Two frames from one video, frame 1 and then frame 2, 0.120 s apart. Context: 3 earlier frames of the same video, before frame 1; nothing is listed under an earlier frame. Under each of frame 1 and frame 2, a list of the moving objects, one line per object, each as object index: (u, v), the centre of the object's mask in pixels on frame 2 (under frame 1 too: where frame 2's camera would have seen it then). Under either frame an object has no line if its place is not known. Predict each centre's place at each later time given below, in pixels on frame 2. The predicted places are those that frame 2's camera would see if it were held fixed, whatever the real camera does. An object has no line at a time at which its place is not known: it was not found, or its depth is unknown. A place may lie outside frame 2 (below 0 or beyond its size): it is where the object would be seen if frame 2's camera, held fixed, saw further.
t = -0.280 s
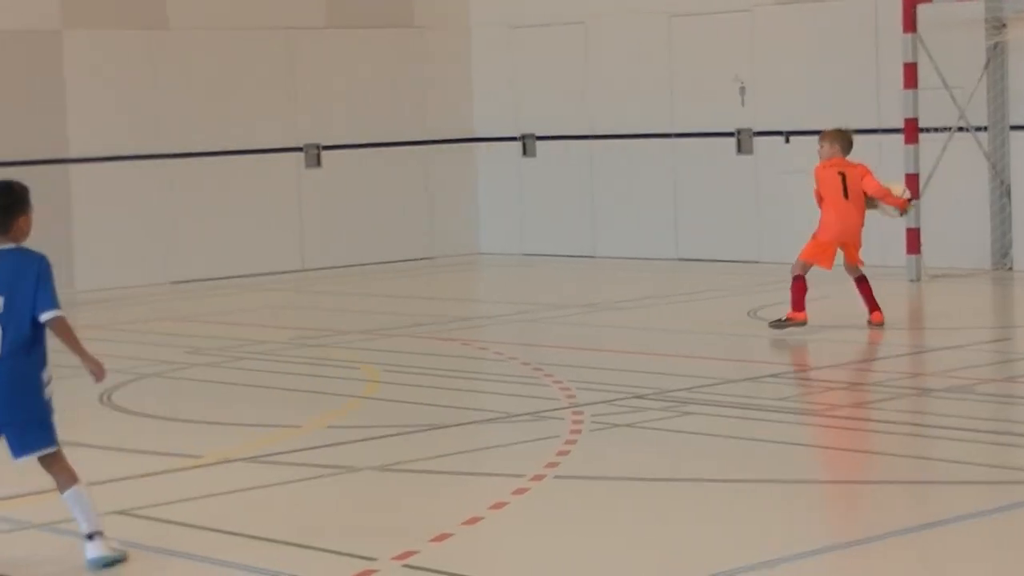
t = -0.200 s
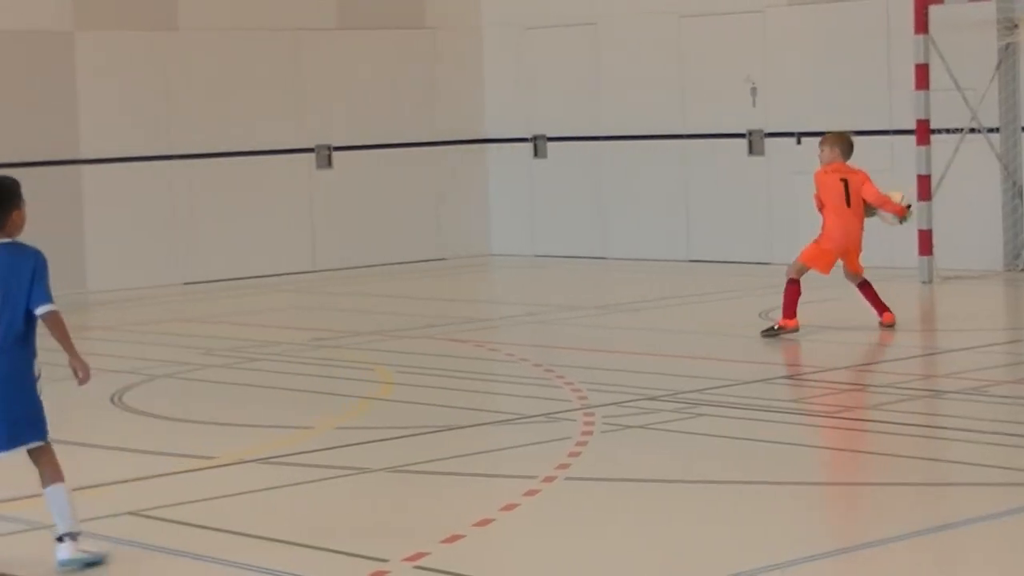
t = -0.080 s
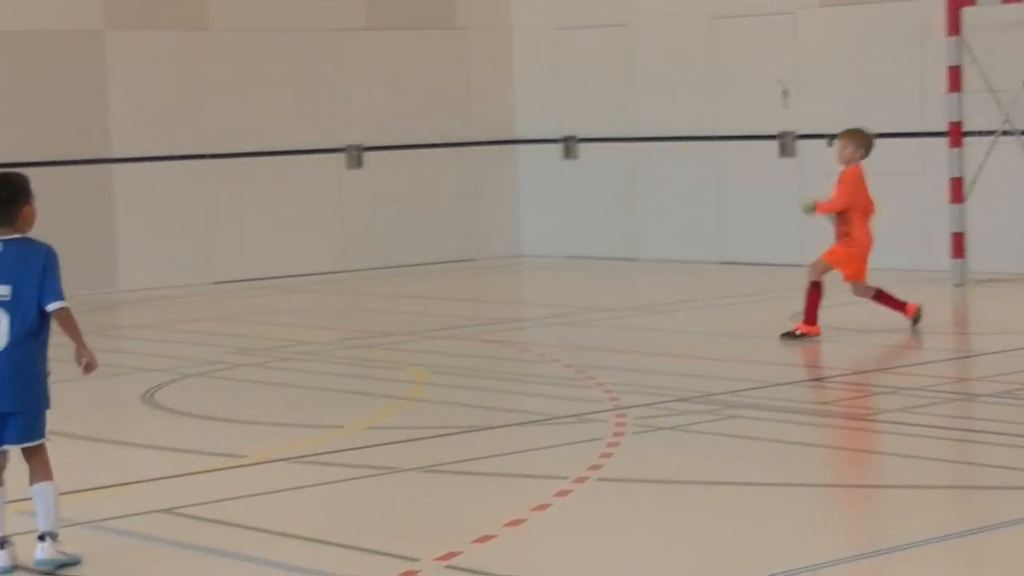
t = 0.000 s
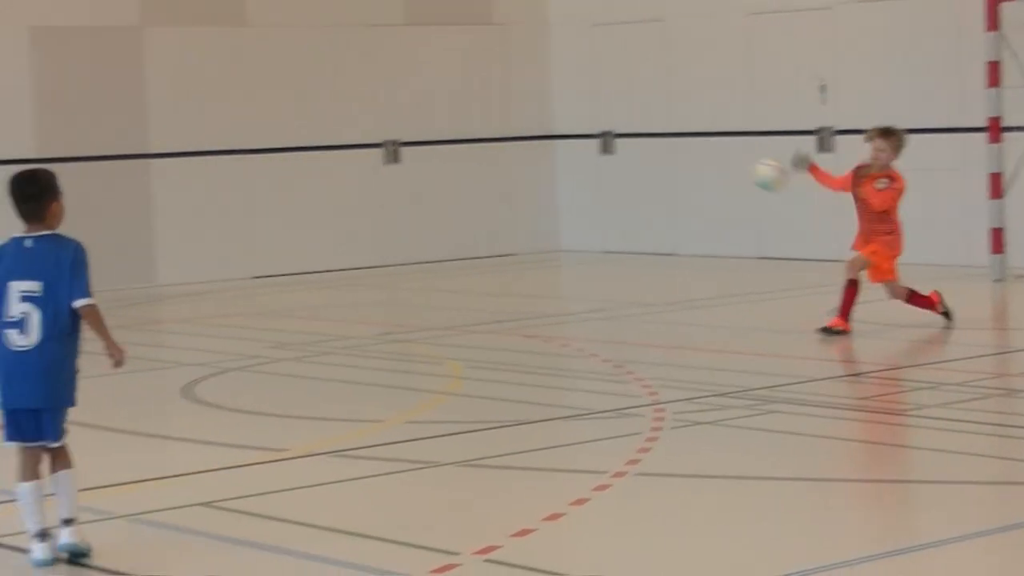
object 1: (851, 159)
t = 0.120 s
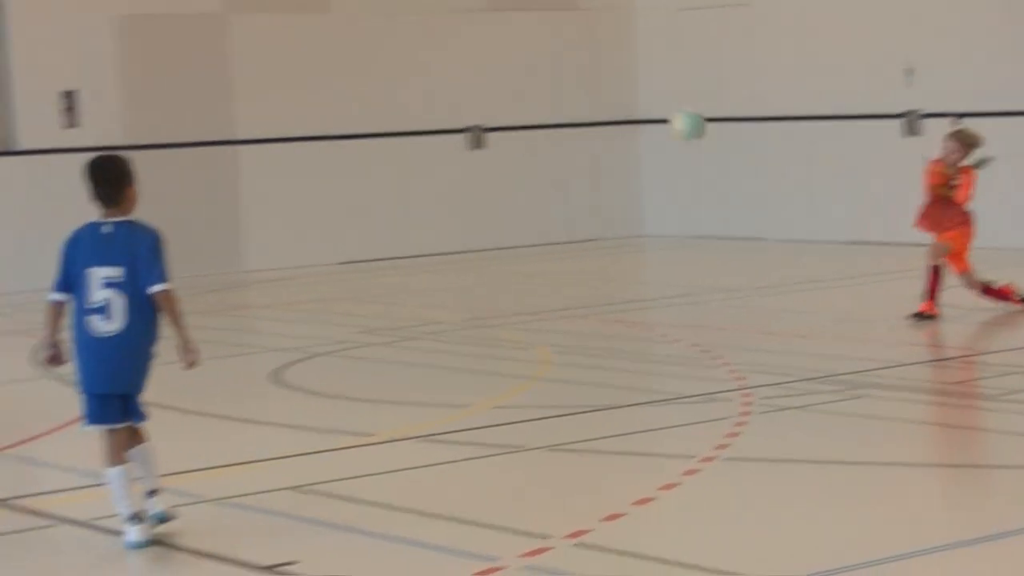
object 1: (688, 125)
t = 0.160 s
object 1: (634, 118)
